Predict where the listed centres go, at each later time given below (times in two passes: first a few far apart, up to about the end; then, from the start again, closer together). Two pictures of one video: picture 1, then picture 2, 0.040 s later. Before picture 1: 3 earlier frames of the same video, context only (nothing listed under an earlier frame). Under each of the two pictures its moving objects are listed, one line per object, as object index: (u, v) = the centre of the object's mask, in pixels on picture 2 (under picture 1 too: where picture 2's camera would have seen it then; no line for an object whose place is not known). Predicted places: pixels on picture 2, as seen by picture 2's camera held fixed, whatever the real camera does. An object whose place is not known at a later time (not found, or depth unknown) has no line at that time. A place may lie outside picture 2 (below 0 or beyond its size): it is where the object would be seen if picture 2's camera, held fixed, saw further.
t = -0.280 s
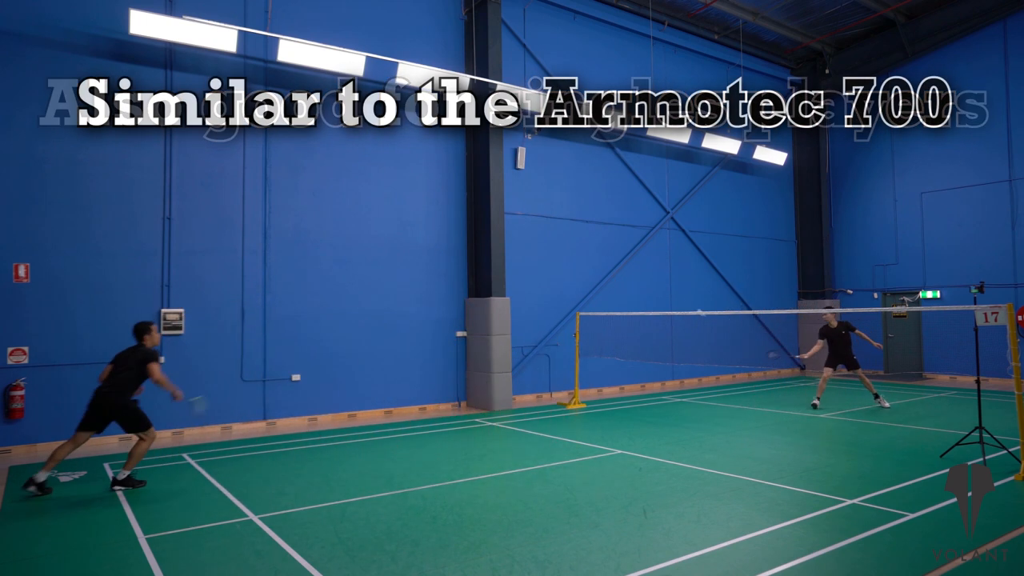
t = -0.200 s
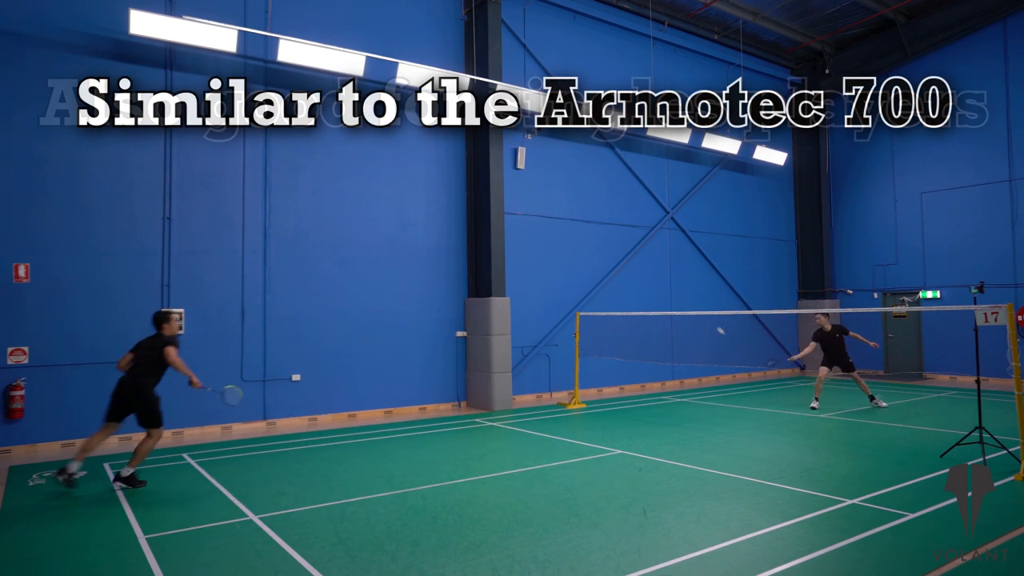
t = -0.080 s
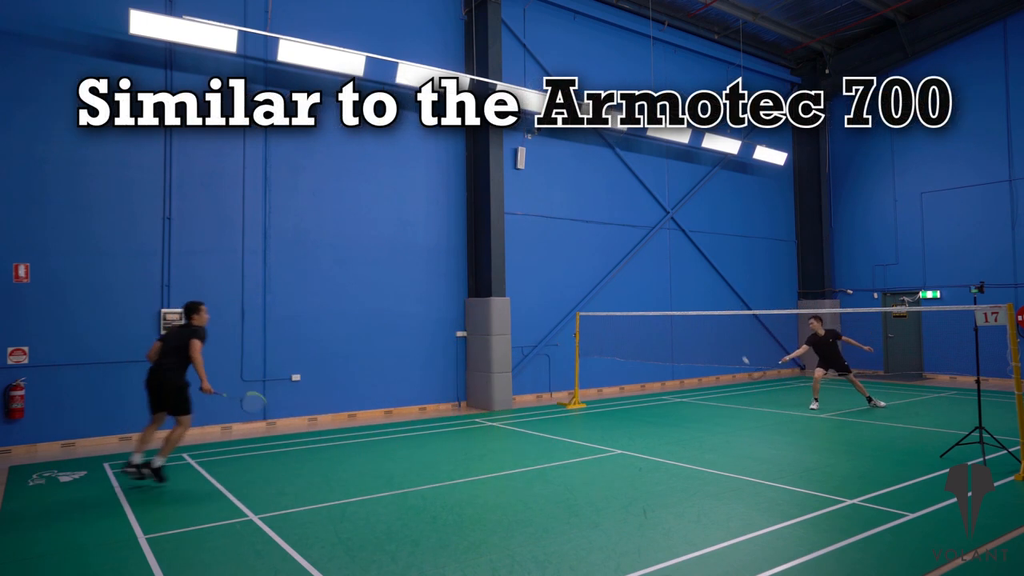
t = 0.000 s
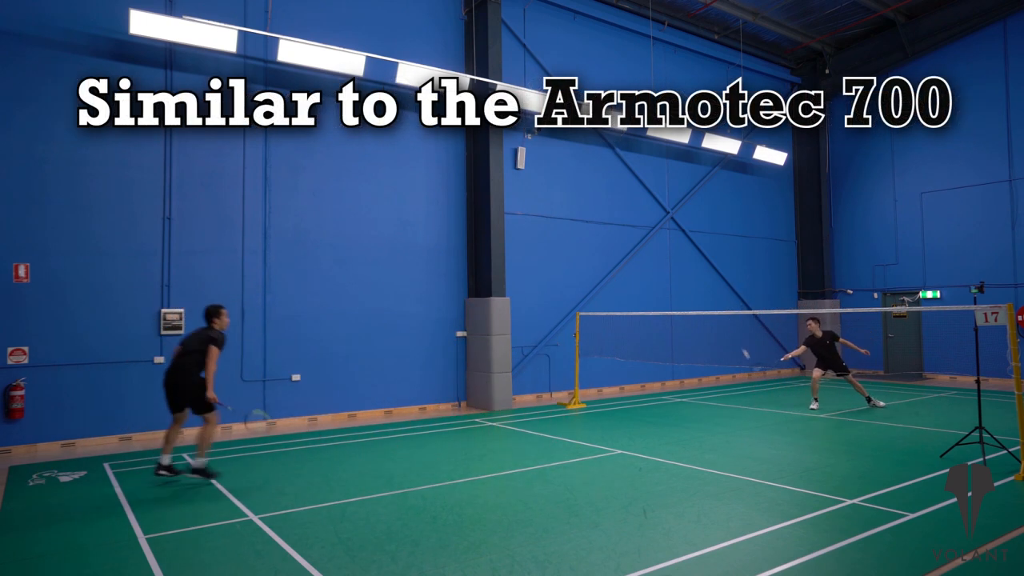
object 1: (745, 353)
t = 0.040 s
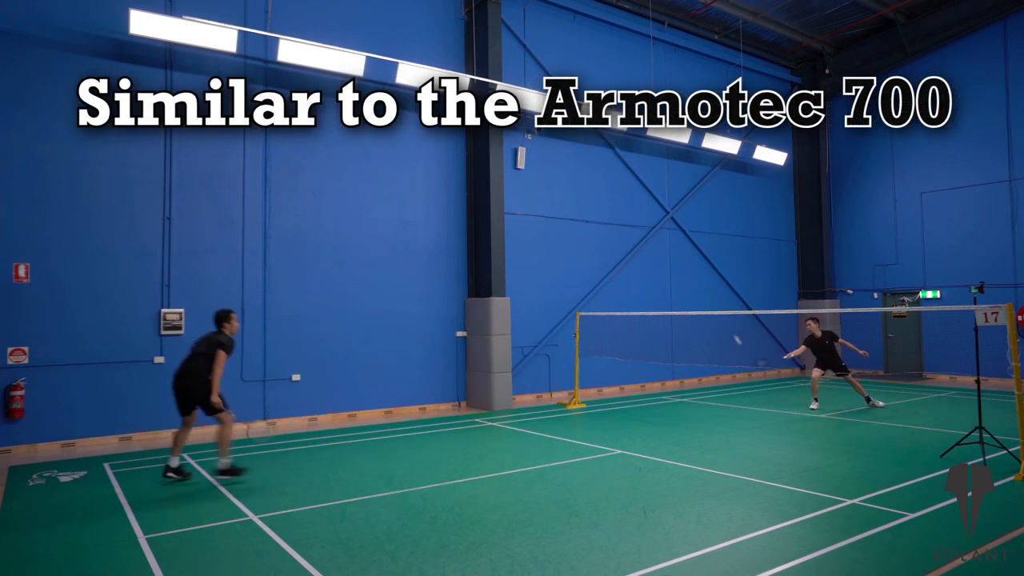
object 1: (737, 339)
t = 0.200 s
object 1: (707, 298)
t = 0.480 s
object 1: (661, 274)
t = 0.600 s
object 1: (641, 282)
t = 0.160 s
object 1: (713, 307)
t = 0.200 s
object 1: (707, 298)
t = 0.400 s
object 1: (673, 275)
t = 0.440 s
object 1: (667, 274)
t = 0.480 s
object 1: (661, 274)
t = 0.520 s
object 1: (654, 275)
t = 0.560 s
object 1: (648, 278)
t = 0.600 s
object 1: (641, 282)
